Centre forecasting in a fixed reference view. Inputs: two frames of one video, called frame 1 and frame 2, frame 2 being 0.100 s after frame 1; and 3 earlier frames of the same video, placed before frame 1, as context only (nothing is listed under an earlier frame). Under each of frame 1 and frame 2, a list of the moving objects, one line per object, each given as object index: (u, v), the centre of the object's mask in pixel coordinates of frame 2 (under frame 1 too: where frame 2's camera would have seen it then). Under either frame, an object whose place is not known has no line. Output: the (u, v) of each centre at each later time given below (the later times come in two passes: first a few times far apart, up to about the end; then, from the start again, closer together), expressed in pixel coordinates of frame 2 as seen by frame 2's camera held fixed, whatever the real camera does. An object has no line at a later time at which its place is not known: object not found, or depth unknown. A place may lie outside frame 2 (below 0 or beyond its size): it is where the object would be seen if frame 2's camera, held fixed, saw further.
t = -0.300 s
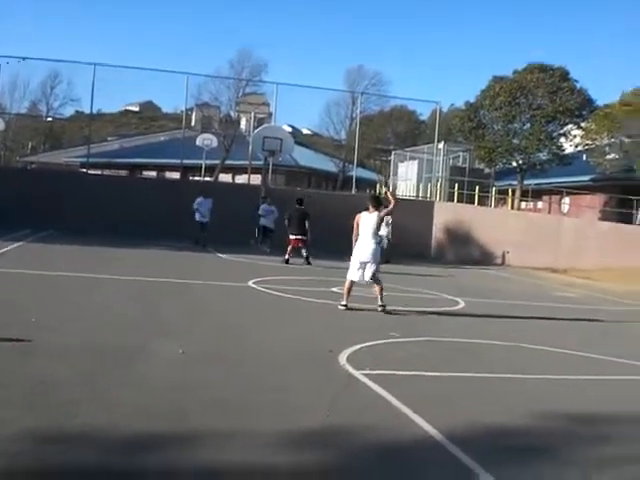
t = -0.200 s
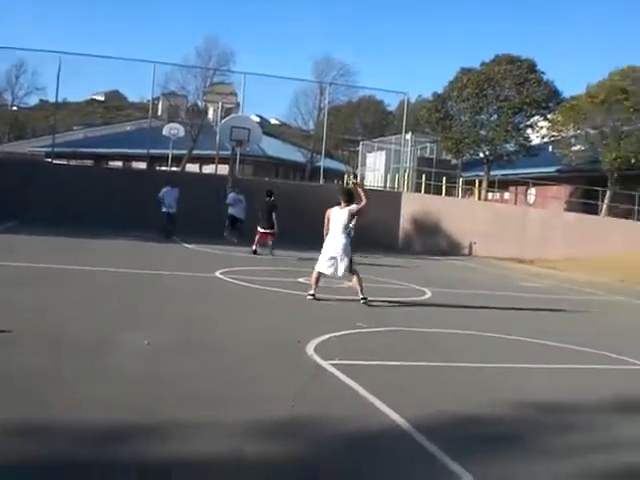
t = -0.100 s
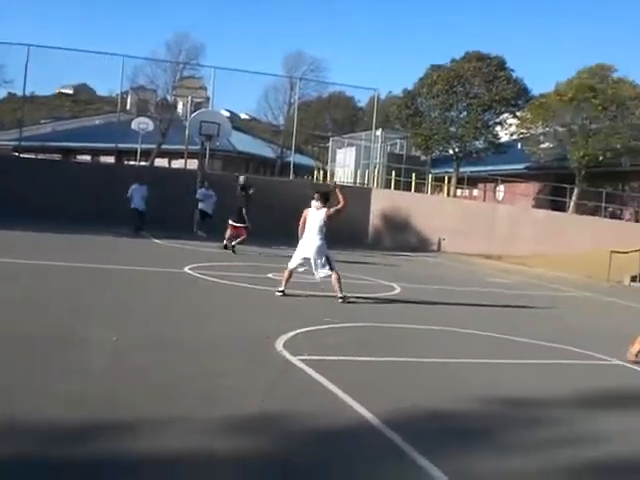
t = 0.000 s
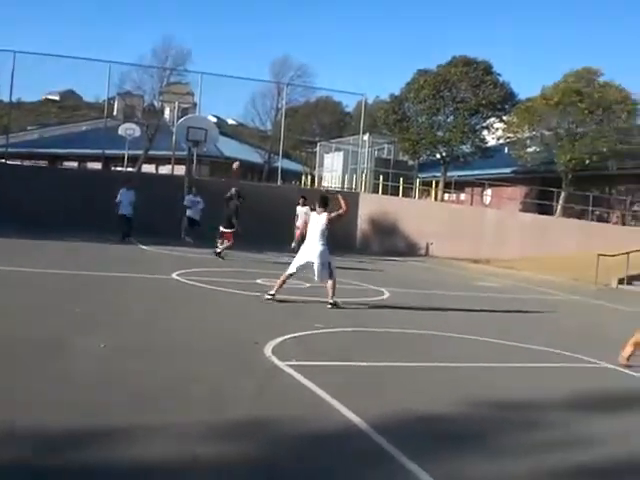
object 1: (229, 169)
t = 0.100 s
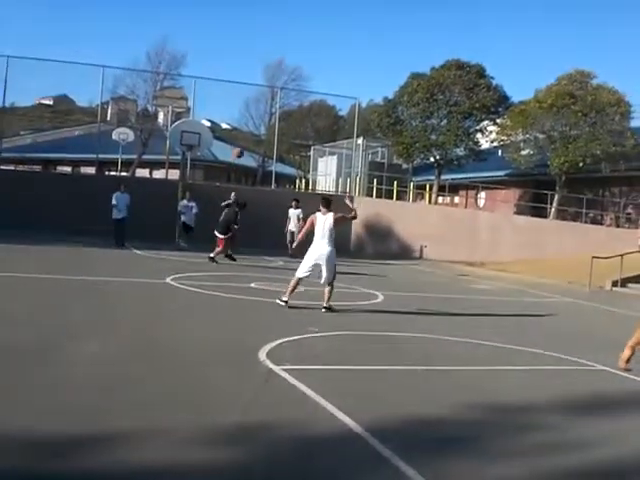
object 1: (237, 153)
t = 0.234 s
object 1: (247, 133)
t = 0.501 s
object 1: (269, 113)
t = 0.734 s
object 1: (294, 125)
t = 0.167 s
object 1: (241, 142)
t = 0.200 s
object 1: (243, 138)
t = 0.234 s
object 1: (247, 133)
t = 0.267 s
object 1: (252, 131)
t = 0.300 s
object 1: (253, 125)
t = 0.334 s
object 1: (256, 122)
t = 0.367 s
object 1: (259, 120)
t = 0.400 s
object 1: (263, 118)
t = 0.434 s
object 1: (263, 115)
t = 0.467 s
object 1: (267, 114)
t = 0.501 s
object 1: (269, 113)
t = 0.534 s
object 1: (273, 112)
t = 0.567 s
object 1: (276, 111)
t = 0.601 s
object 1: (281, 113)
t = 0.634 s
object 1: (283, 114)
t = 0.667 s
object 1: (284, 116)
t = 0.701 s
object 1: (290, 119)
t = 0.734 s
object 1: (294, 125)
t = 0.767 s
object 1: (299, 128)
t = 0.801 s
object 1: (300, 134)
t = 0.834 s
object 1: (304, 141)
